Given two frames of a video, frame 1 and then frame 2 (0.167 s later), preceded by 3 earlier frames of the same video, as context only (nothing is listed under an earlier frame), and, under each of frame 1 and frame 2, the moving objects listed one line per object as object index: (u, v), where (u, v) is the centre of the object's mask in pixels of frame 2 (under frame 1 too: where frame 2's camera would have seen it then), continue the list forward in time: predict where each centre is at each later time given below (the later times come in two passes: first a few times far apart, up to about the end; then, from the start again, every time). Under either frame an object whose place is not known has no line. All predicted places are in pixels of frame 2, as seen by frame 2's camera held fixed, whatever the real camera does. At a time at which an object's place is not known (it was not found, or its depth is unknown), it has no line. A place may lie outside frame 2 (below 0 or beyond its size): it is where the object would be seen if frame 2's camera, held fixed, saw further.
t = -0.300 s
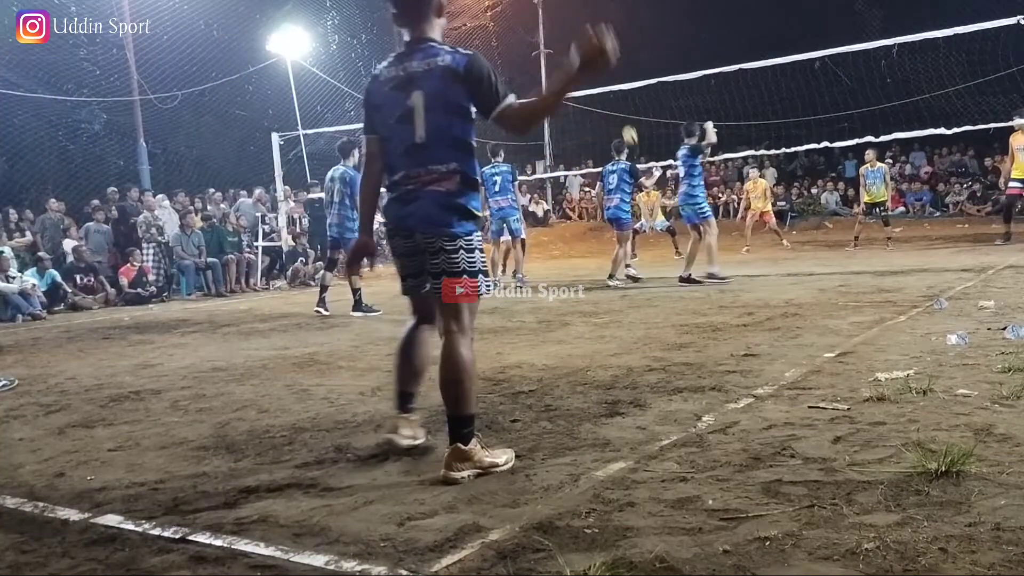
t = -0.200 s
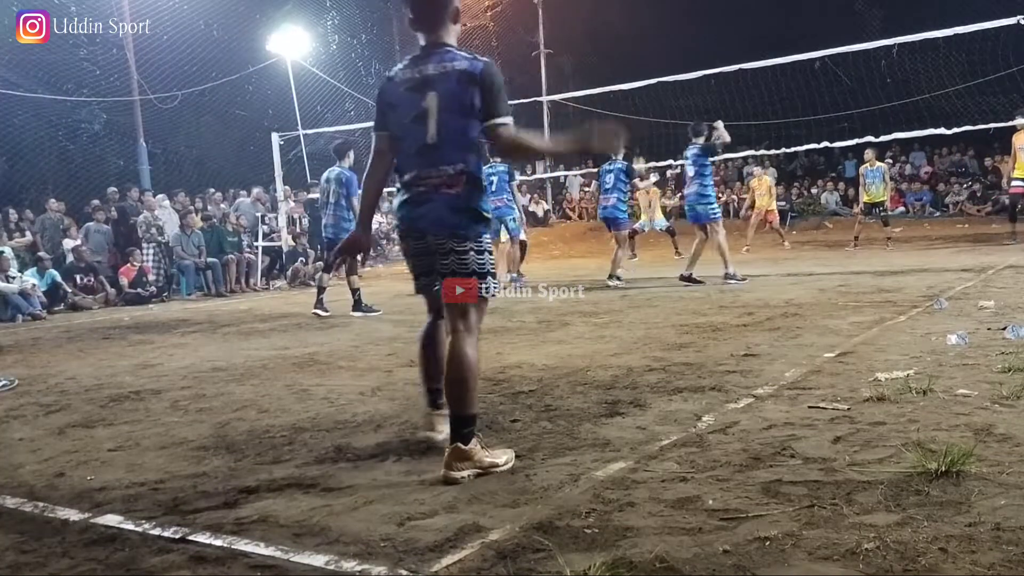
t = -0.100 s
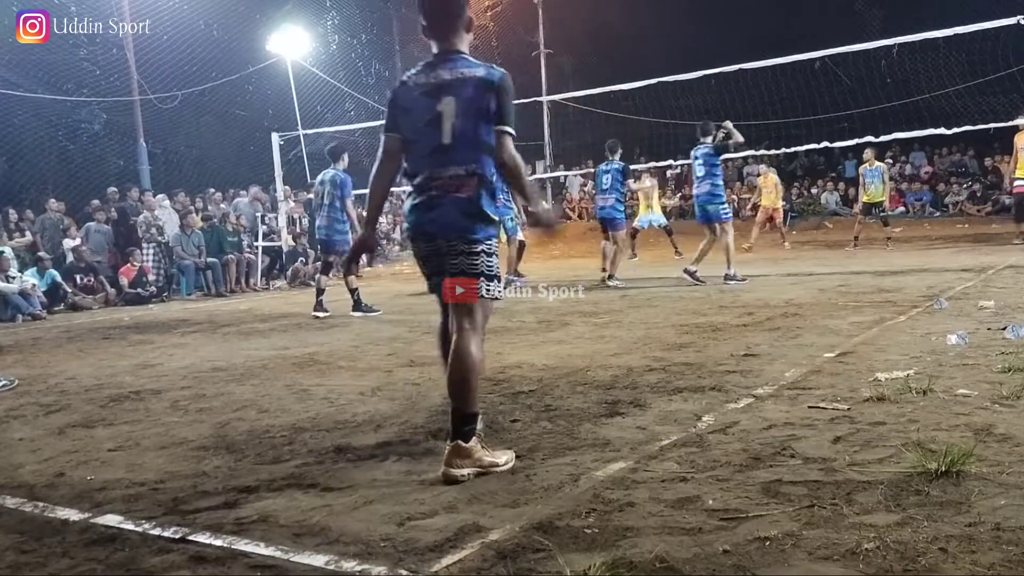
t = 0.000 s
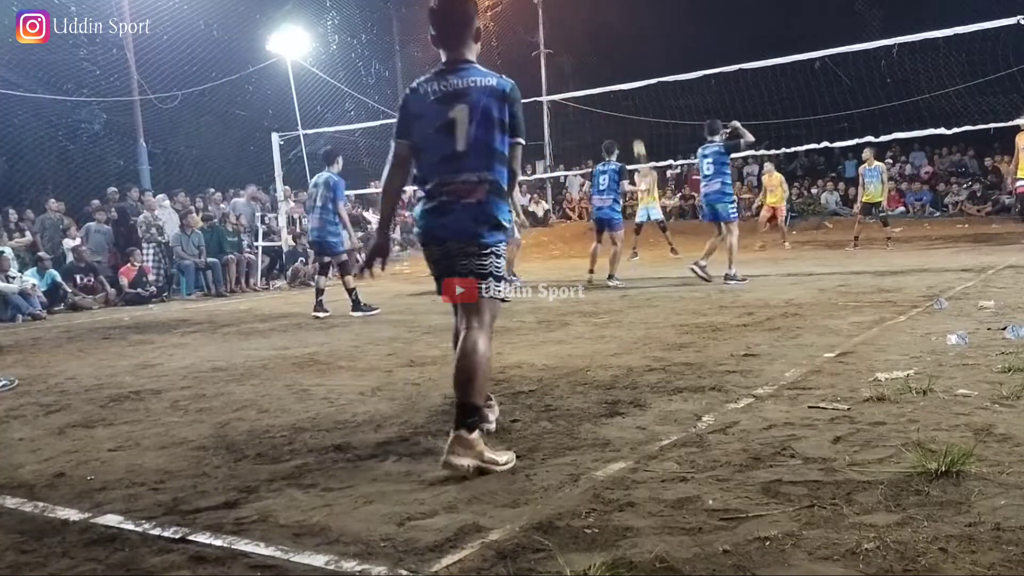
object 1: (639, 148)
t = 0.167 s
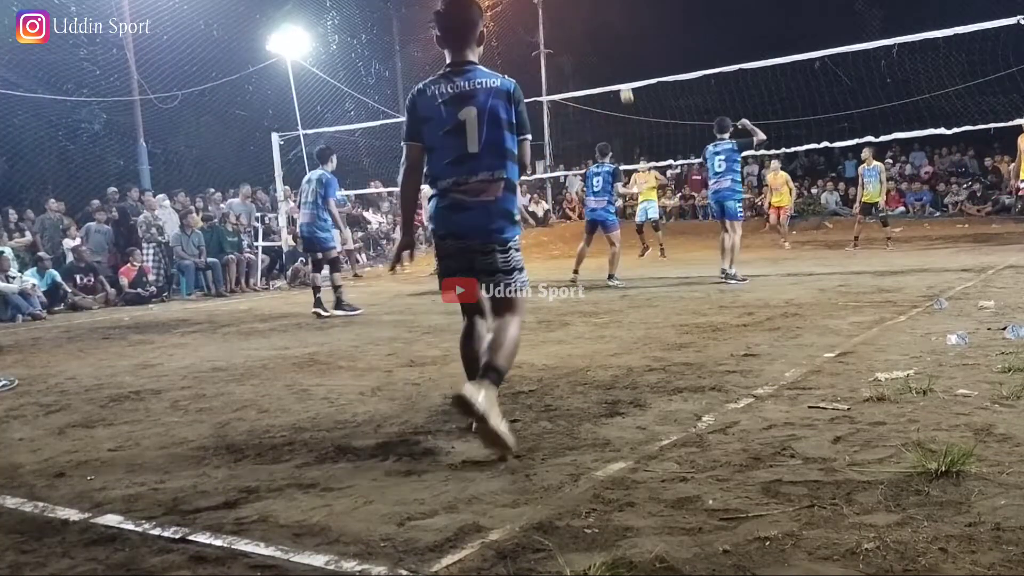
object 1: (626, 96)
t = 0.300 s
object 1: (617, 60)
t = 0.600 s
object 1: (596, 18)
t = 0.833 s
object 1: (582, 23)
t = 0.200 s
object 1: (623, 81)
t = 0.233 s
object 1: (621, 76)
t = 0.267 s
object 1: (619, 68)
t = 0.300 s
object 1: (617, 60)
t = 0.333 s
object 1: (614, 53)
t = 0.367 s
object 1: (612, 47)
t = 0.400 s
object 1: (609, 41)
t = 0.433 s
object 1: (607, 36)
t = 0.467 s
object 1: (605, 31)
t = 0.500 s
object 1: (602, 27)
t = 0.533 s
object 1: (601, 24)
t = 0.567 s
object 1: (598, 21)
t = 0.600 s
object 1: (596, 18)
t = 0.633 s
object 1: (594, 17)
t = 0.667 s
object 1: (592, 16)
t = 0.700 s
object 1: (590, 16)
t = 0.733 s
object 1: (588, 17)
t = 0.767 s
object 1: (586, 18)
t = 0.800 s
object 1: (584, 20)
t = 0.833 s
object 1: (582, 23)
